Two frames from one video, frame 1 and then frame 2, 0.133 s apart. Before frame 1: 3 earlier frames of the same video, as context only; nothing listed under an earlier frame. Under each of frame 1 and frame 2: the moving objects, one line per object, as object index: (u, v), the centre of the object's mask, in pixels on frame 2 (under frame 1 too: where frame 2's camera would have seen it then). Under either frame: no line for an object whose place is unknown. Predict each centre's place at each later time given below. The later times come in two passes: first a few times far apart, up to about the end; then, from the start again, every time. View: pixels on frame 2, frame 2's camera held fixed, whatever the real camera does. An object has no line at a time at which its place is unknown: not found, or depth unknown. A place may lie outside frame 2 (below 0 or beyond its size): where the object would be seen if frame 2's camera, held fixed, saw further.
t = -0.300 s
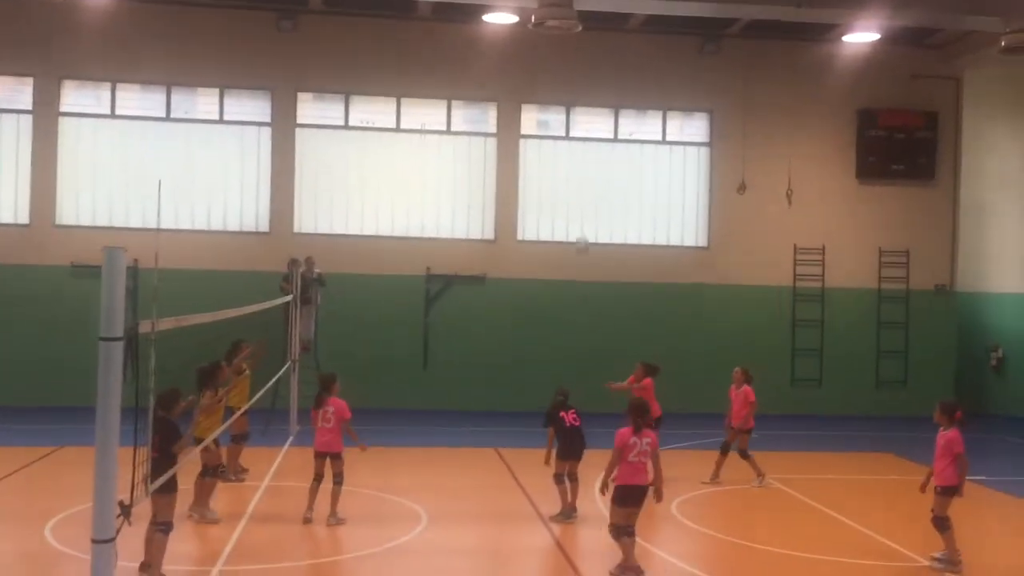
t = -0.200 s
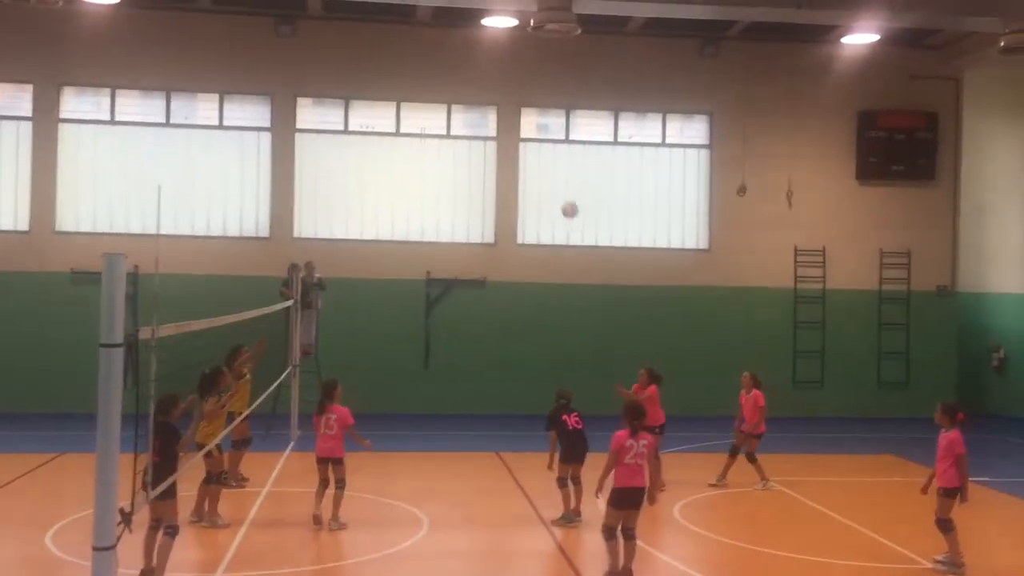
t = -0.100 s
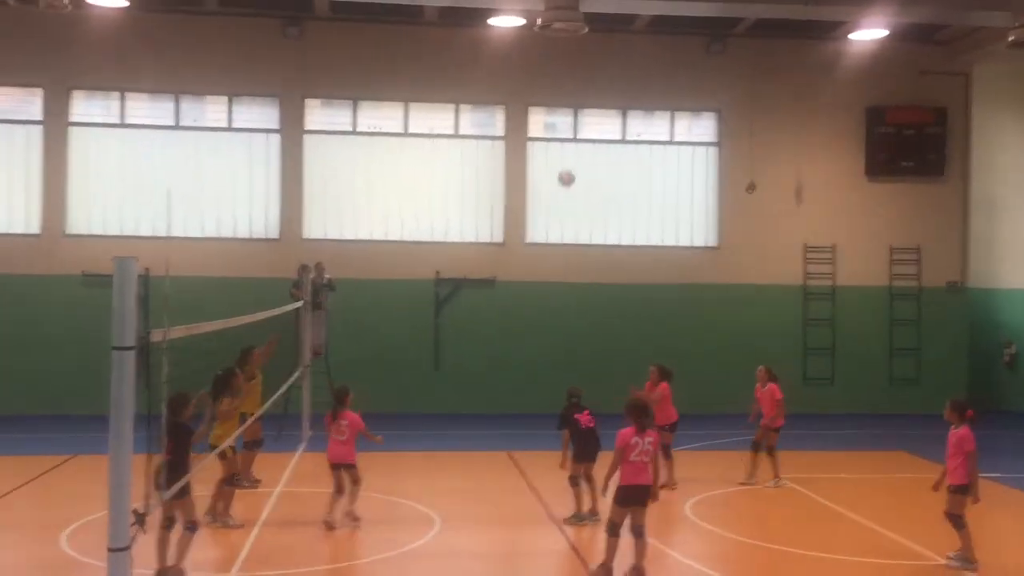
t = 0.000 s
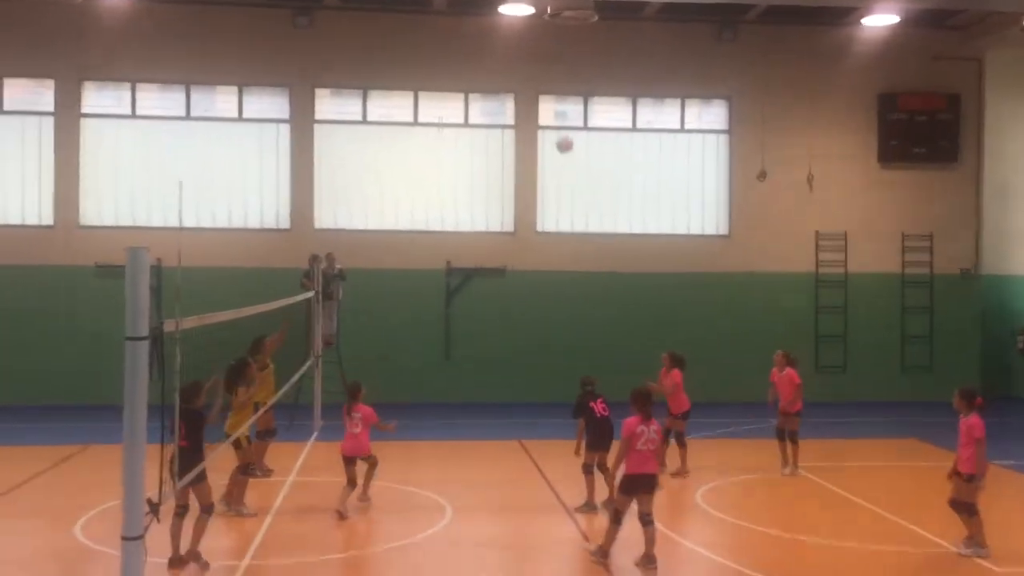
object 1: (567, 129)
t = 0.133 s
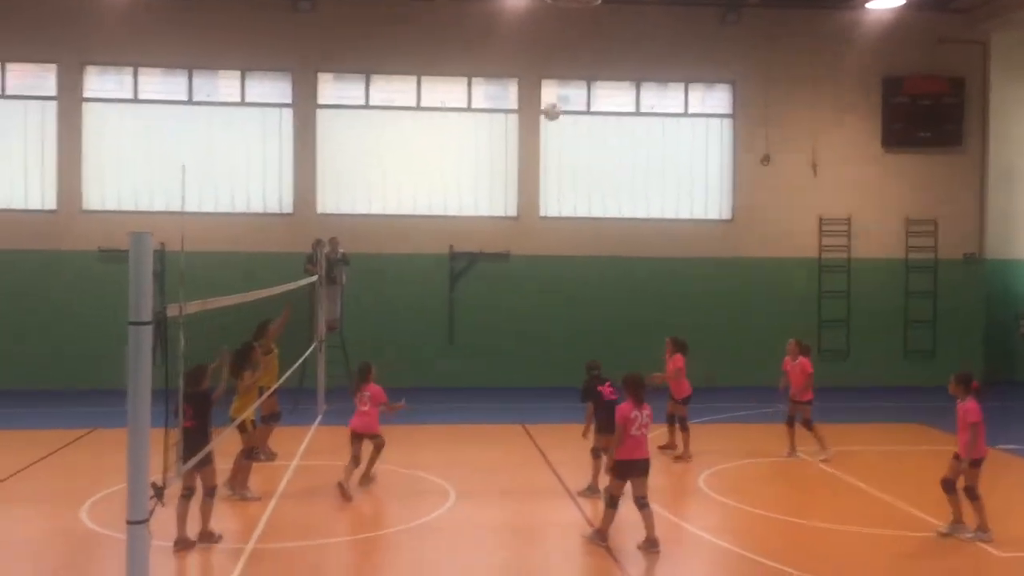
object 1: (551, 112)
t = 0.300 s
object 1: (533, 109)
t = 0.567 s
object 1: (500, 154)
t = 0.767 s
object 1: (477, 223)
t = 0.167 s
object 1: (548, 110)
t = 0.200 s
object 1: (545, 108)
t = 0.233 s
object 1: (540, 107)
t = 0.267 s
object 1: (536, 107)
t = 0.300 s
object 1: (533, 109)
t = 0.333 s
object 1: (528, 113)
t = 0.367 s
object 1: (523, 115)
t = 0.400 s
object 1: (519, 119)
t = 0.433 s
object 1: (515, 125)
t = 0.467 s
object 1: (511, 131)
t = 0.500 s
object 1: (508, 138)
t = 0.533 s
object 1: (504, 146)
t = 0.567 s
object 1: (500, 154)
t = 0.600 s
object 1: (496, 164)
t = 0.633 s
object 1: (492, 174)
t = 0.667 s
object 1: (488, 185)
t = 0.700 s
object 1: (485, 196)
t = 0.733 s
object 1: (481, 208)
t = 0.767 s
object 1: (477, 223)
